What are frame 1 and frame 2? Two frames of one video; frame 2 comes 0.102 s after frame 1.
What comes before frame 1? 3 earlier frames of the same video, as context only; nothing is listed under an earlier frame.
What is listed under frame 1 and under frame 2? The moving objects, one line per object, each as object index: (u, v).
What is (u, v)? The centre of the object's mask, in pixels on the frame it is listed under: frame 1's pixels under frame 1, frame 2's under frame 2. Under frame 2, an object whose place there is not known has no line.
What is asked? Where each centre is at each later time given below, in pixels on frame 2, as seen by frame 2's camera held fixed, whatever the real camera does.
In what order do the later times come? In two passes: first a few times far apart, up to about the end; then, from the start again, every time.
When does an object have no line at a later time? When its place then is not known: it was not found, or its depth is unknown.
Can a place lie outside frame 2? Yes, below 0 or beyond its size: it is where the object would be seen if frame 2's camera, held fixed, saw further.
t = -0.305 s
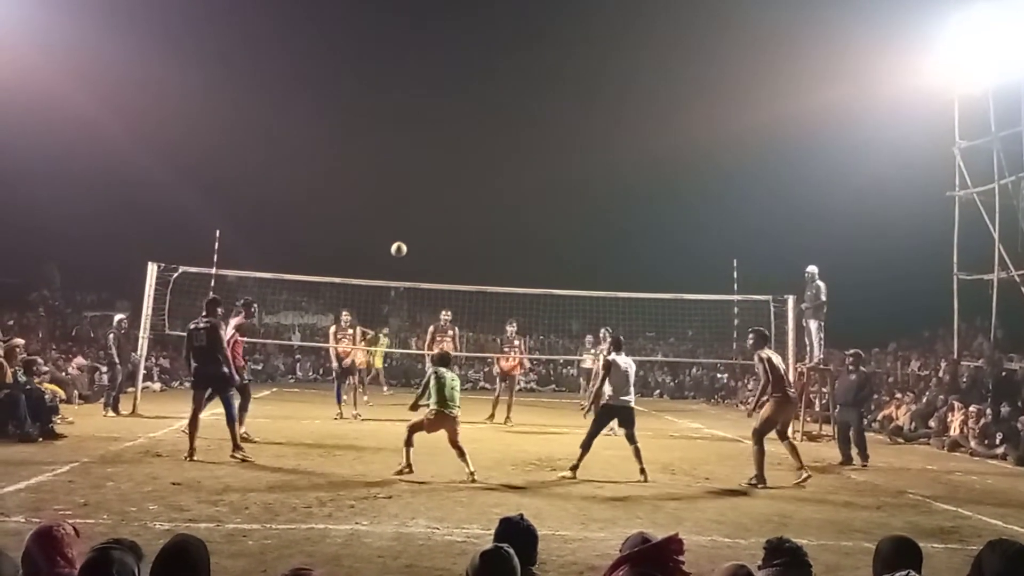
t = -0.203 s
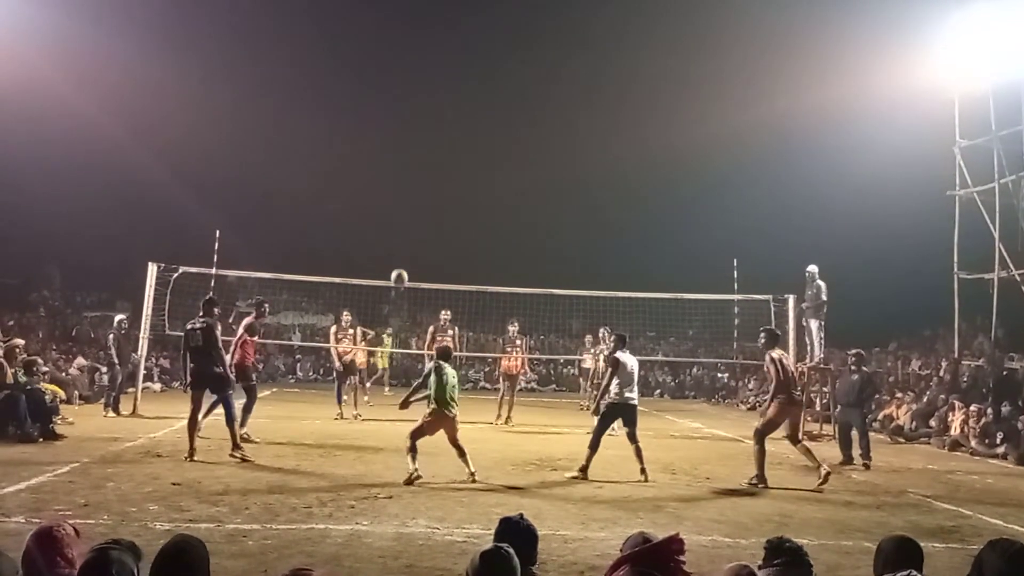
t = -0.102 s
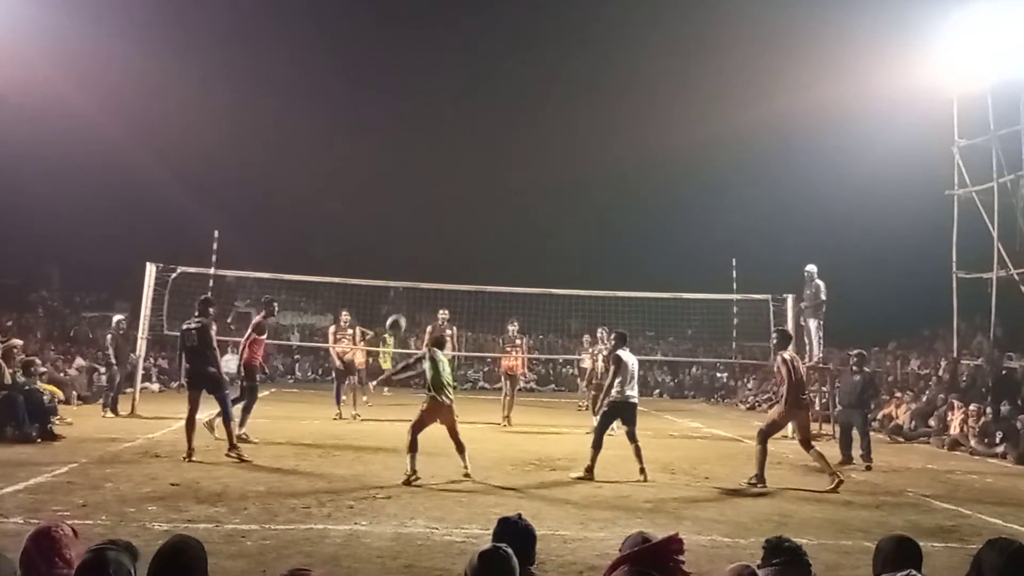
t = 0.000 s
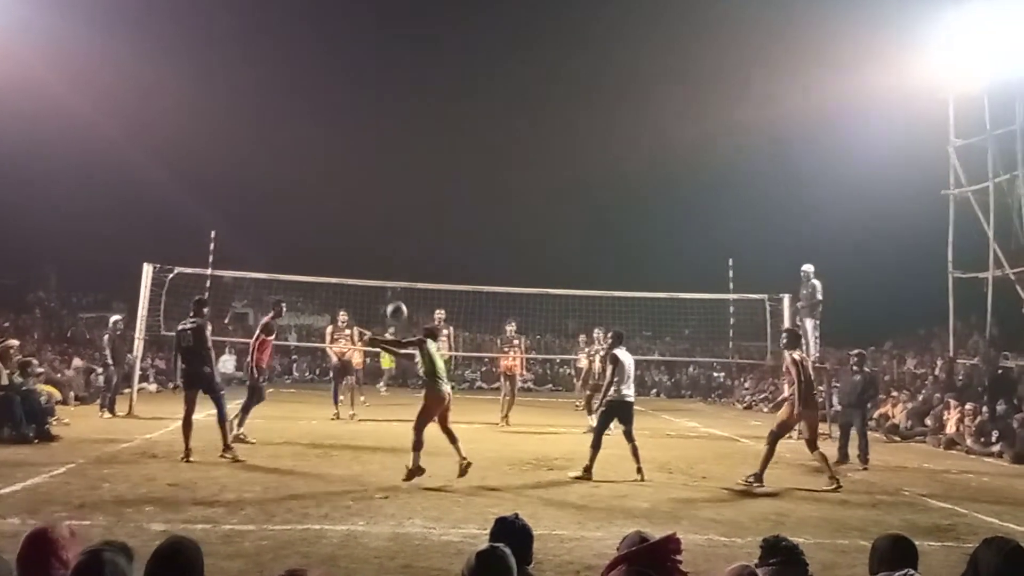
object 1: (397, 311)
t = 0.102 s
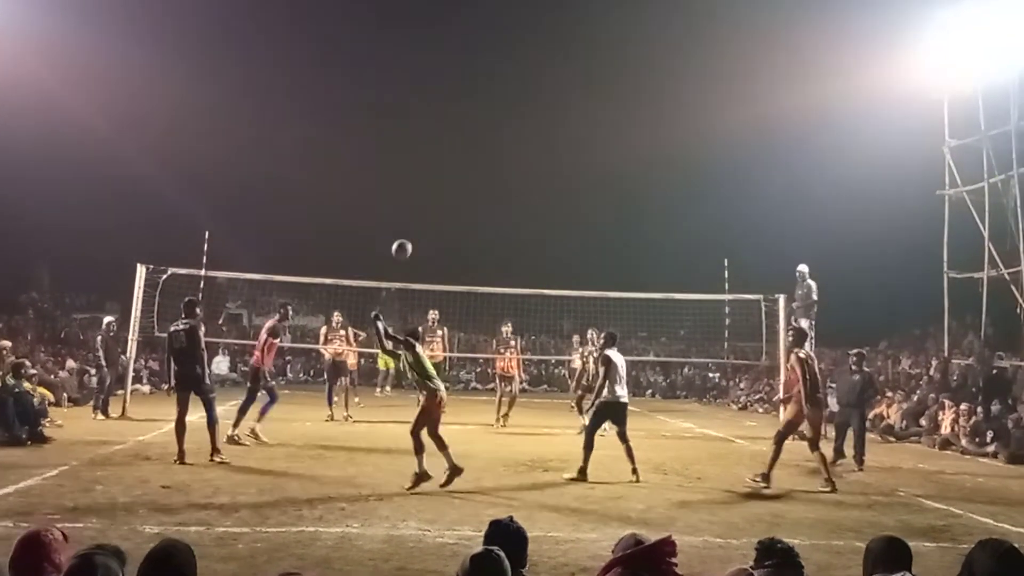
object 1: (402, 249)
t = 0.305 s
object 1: (419, 161)
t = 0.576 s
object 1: (437, 108)
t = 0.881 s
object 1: (453, 119)
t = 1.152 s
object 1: (463, 178)
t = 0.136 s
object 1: (404, 232)
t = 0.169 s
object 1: (408, 215)
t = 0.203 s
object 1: (411, 199)
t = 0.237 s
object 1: (413, 186)
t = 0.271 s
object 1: (416, 173)
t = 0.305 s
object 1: (419, 161)
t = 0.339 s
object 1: (421, 151)
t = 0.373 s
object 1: (424, 141)
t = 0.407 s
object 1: (426, 133)
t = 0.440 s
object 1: (429, 126)
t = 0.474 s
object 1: (431, 120)
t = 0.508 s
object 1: (433, 115)
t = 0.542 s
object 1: (435, 111)
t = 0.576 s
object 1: (437, 108)
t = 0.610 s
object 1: (439, 106)
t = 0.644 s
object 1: (441, 105)
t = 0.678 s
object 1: (443, 105)
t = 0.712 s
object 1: (445, 105)
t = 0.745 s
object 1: (447, 106)
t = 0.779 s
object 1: (448, 108)
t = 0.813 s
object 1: (450, 111)
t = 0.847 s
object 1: (452, 115)
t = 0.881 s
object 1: (453, 119)
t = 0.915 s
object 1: (454, 125)
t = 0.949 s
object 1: (456, 130)
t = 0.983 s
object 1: (457, 137)
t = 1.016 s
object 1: (458, 144)
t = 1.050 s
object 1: (459, 151)
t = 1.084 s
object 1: (461, 160)
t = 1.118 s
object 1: (461, 168)
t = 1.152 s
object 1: (463, 178)
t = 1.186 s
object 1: (464, 188)
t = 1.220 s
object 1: (465, 199)
